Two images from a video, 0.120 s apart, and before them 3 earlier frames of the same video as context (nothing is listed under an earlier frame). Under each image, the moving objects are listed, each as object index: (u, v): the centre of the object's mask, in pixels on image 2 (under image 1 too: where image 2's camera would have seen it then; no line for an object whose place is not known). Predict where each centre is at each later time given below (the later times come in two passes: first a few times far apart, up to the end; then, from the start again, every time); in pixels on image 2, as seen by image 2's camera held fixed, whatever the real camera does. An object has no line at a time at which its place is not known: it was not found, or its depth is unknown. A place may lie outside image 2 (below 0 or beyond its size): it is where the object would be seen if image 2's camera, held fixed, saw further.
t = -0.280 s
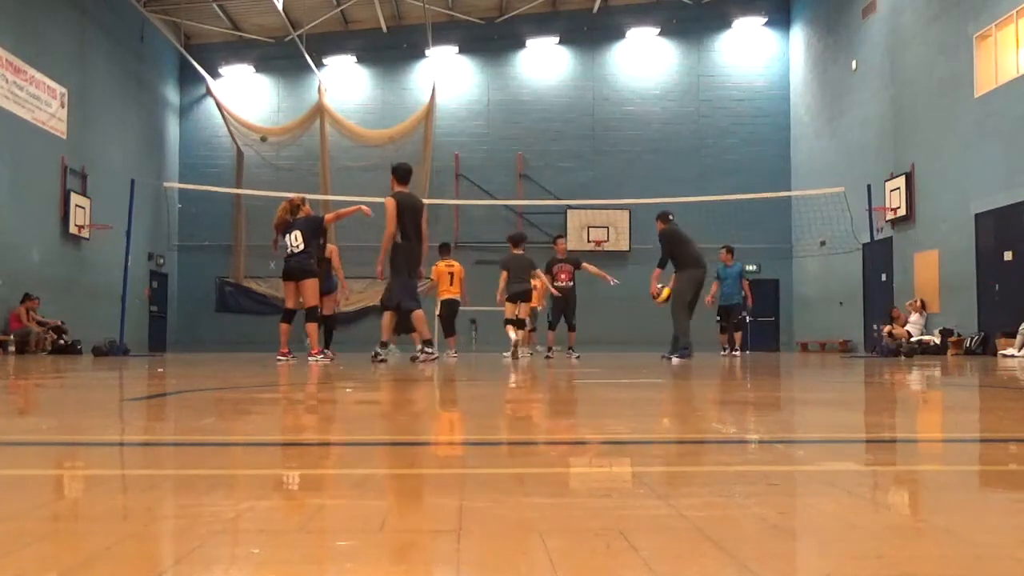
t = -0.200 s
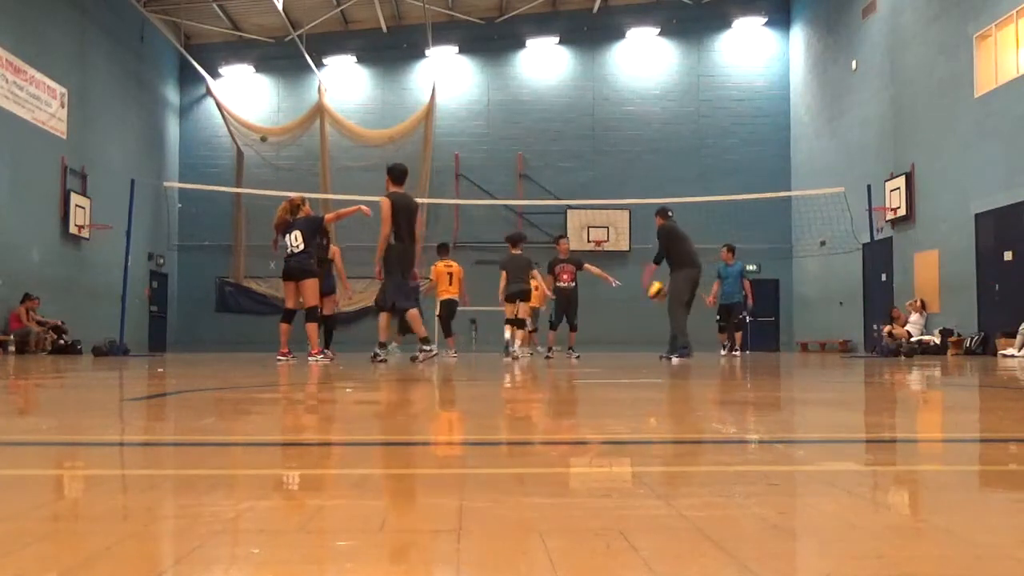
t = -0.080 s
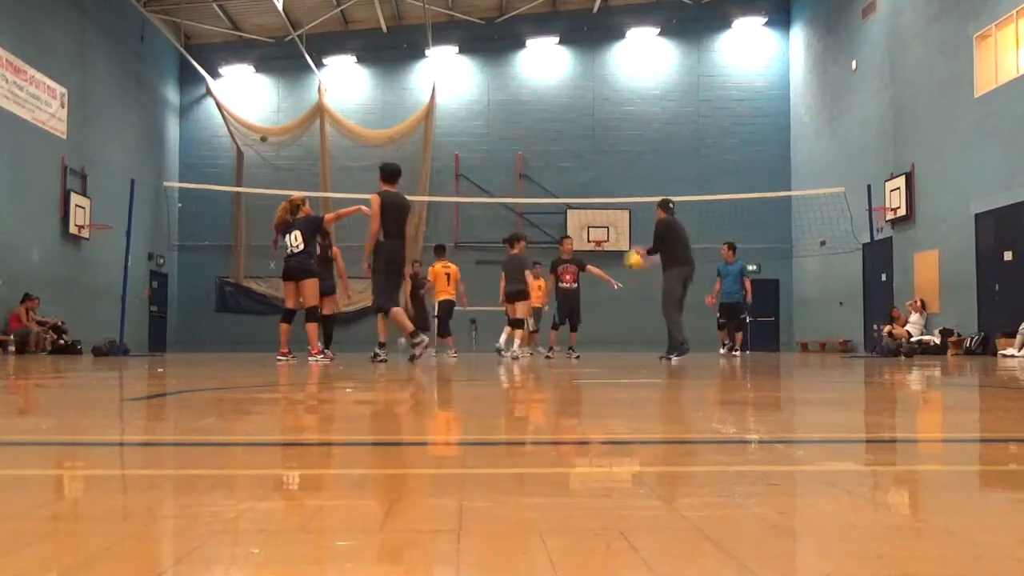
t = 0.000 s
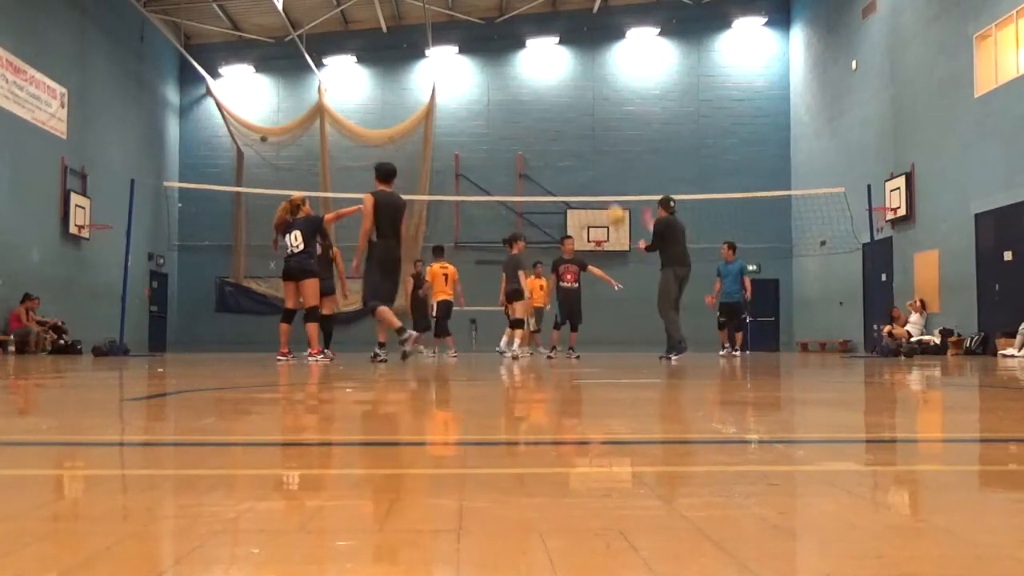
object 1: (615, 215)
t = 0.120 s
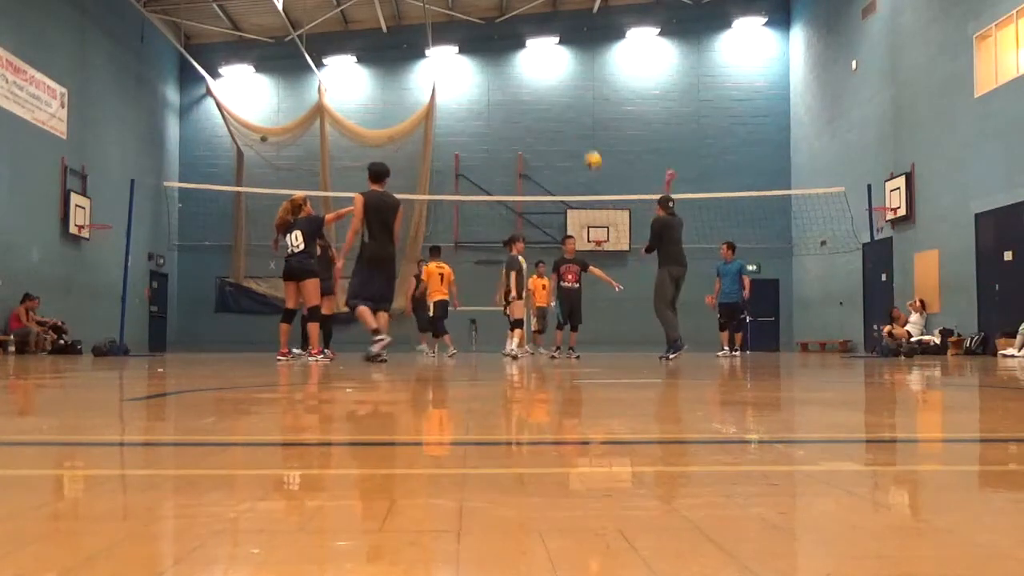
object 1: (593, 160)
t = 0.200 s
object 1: (578, 132)
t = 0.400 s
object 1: (546, 93)
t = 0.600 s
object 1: (518, 85)
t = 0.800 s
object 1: (493, 103)
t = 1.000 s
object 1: (469, 143)
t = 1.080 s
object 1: (461, 165)
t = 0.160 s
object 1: (585, 144)
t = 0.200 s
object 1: (578, 132)
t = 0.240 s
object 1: (571, 122)
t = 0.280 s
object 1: (566, 112)
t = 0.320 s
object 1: (558, 106)
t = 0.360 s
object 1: (553, 98)
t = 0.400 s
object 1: (546, 93)
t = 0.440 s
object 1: (541, 89)
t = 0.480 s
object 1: (534, 86)
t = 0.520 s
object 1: (529, 85)
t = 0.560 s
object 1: (523, 85)
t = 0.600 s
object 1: (518, 85)
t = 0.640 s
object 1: (512, 87)
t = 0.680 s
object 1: (507, 89)
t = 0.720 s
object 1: (501, 94)
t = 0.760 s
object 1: (497, 97)
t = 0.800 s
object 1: (493, 103)
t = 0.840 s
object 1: (487, 109)
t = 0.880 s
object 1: (482, 116)
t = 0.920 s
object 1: (478, 125)
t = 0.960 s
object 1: (474, 133)
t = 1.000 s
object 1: (469, 143)
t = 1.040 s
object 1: (466, 153)
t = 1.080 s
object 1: (461, 165)
